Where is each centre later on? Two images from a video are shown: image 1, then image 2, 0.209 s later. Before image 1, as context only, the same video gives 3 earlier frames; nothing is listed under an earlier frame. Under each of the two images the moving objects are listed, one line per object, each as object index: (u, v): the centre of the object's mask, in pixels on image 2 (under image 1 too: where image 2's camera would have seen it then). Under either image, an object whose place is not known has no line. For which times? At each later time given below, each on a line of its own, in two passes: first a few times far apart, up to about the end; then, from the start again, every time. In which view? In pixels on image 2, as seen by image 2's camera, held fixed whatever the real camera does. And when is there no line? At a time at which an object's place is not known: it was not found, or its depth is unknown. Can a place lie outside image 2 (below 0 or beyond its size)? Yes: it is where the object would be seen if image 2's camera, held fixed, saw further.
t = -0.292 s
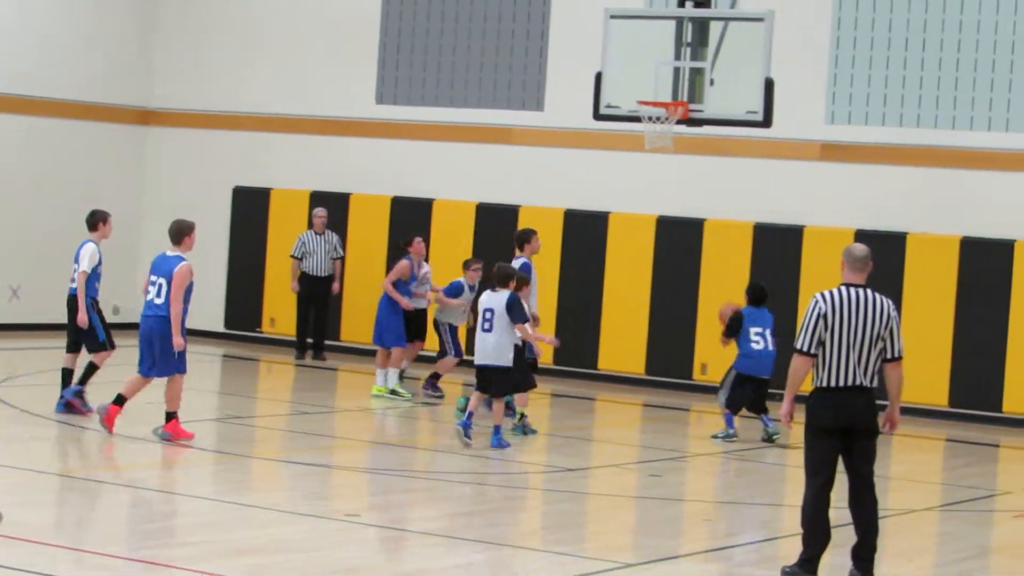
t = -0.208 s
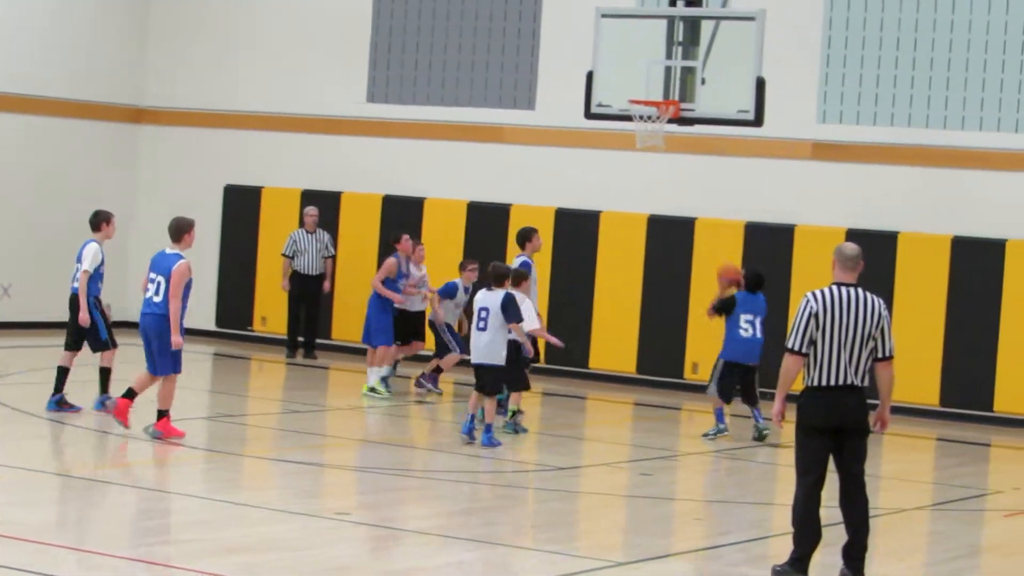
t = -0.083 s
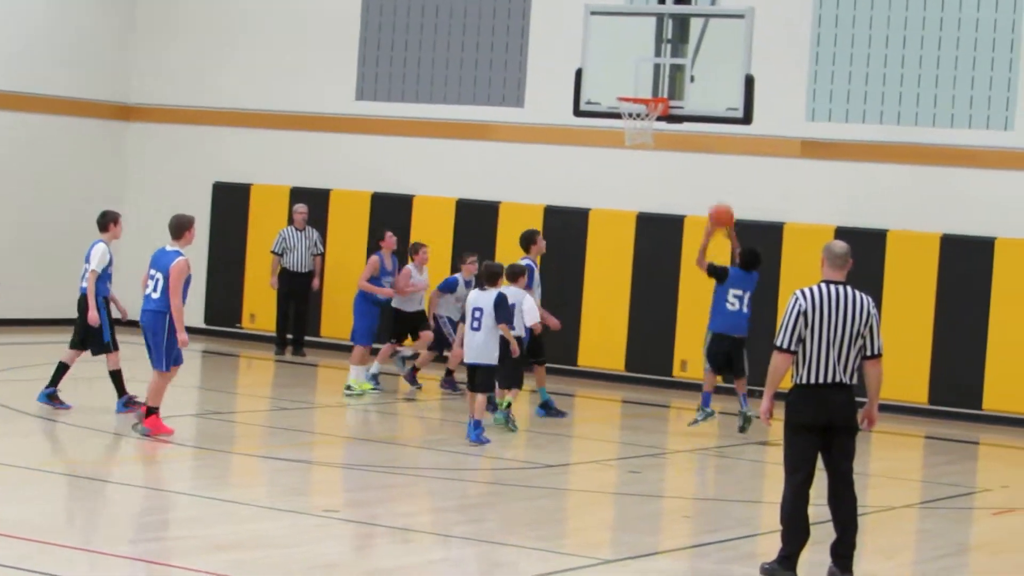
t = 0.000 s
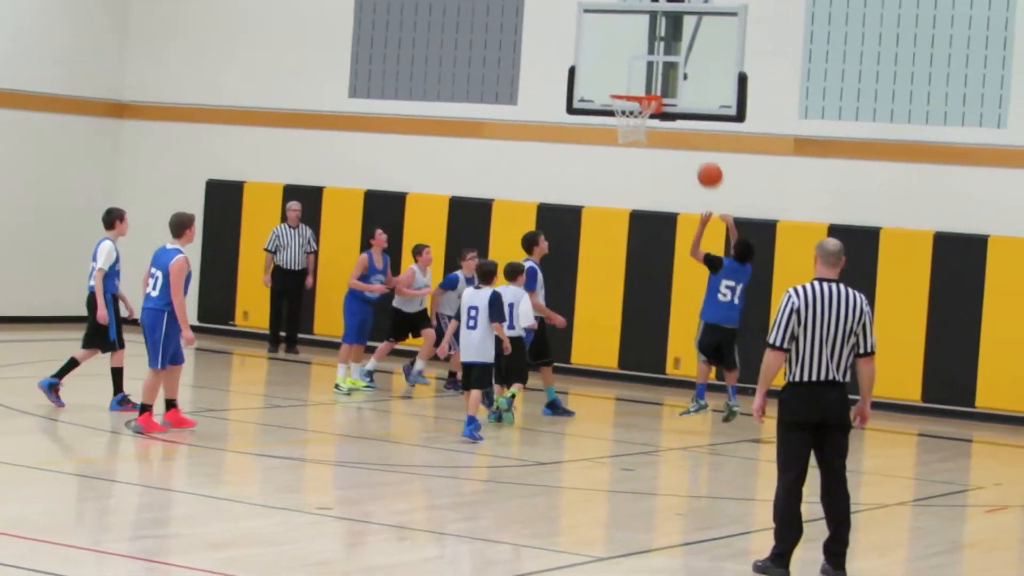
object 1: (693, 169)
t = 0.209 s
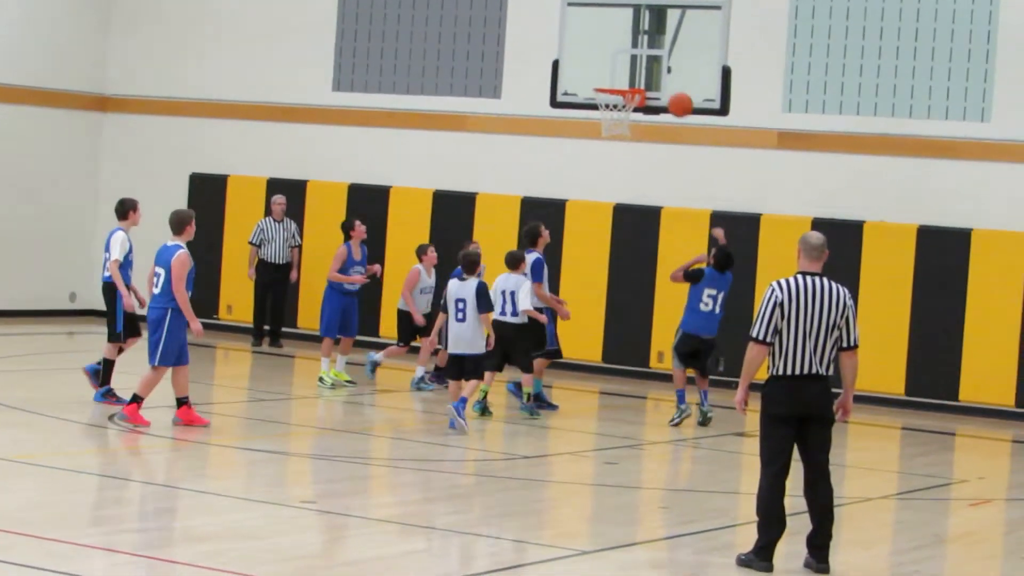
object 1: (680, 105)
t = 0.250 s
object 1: (677, 98)
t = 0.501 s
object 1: (657, 92)
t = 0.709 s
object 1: (661, 122)
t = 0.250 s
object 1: (677, 98)
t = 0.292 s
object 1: (674, 92)
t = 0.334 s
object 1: (671, 89)
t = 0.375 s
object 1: (668, 87)
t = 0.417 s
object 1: (664, 86)
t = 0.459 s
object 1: (661, 88)
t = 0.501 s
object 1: (657, 92)
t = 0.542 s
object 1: (658, 96)
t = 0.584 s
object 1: (661, 102)
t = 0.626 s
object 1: (663, 109)
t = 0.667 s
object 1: (662, 115)
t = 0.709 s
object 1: (661, 122)
